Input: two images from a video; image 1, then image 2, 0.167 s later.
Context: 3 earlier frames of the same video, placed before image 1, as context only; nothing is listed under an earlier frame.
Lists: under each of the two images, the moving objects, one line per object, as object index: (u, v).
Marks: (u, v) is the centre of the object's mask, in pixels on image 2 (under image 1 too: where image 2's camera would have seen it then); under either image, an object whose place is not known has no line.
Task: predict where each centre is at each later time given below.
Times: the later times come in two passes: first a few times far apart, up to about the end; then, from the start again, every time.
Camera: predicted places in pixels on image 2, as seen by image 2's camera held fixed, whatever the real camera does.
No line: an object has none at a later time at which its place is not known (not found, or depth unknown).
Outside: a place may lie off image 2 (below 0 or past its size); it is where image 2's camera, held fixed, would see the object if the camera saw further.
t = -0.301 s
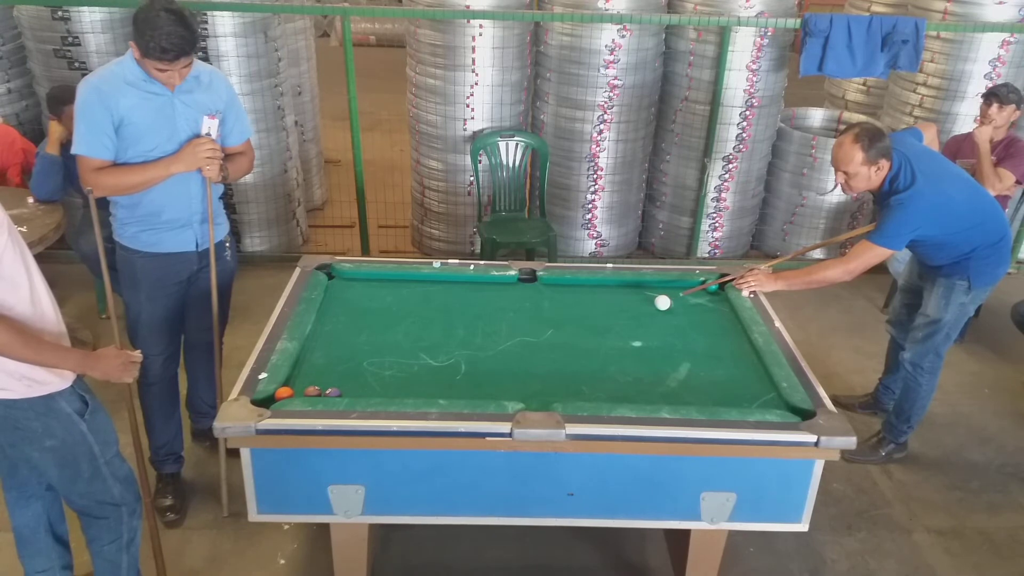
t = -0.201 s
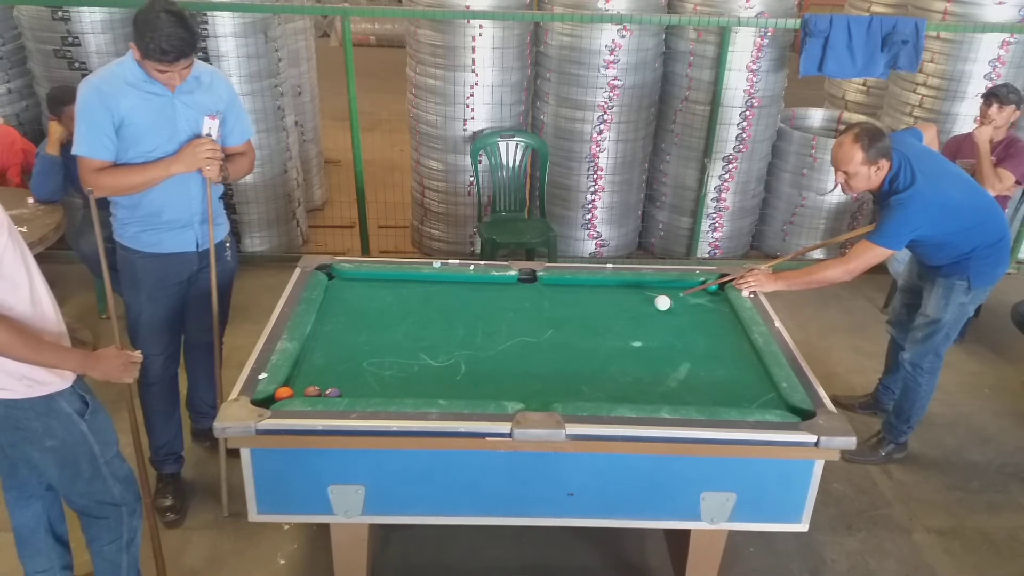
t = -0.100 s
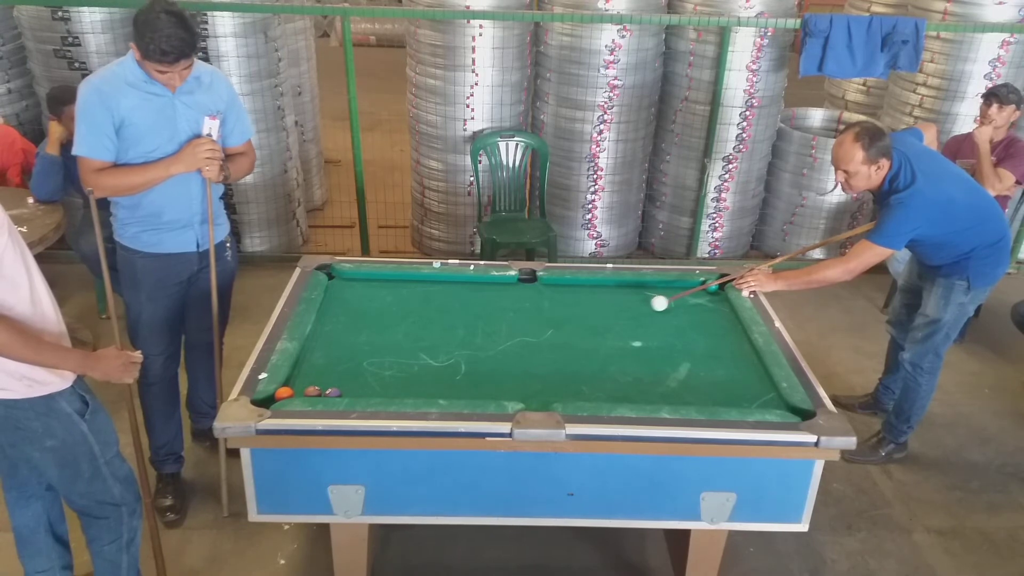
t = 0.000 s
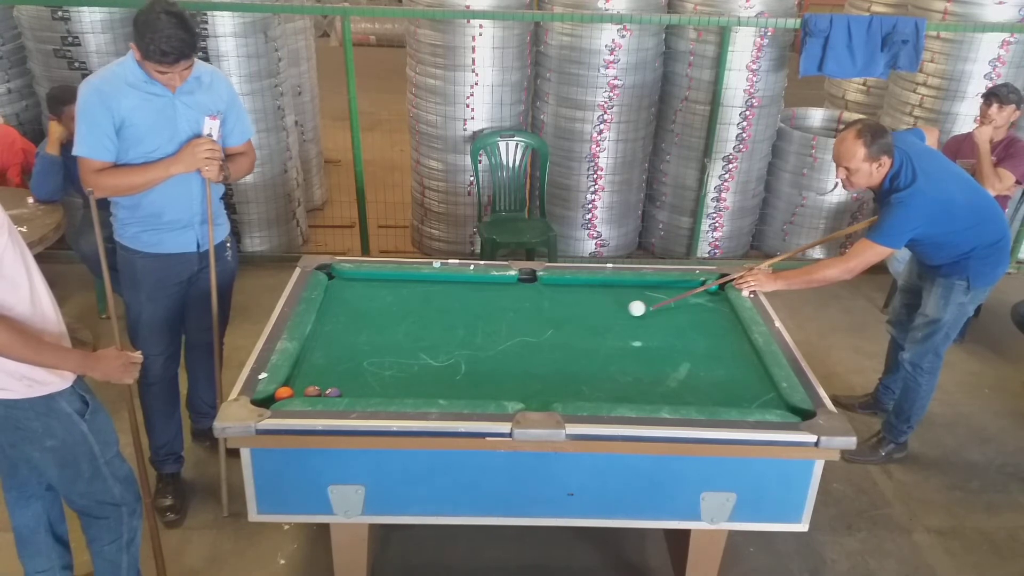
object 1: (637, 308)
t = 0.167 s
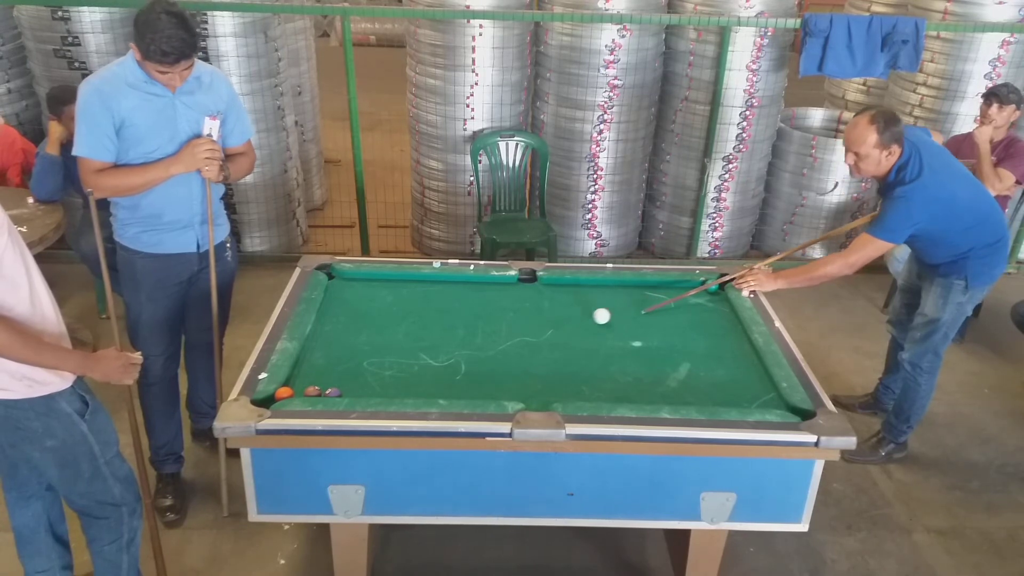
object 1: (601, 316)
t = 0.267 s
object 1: (580, 321)
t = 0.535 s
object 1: (523, 334)
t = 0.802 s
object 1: (464, 348)
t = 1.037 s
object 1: (411, 360)
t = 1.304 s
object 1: (349, 375)
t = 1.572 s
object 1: (292, 387)
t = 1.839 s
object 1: (308, 383)
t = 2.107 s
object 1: (321, 382)
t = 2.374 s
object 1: (329, 381)
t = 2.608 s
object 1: (335, 380)
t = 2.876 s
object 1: (340, 380)
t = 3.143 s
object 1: (342, 380)
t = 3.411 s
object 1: (341, 380)
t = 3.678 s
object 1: (341, 380)
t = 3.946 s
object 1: (342, 380)
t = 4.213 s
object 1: (342, 380)
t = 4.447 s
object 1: (342, 380)
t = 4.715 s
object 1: (342, 380)
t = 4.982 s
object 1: (342, 380)
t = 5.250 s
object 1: (342, 380)
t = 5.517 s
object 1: (342, 380)
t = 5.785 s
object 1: (342, 379)
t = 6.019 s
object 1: (342, 379)
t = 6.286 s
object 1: (342, 380)
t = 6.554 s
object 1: (342, 380)
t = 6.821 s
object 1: (341, 380)
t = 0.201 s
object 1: (594, 318)
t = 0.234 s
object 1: (587, 319)
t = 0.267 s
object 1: (580, 321)
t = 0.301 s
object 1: (573, 323)
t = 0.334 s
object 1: (566, 324)
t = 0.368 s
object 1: (559, 326)
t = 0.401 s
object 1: (552, 327)
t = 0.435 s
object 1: (544, 329)
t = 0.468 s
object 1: (537, 331)
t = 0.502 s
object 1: (530, 332)
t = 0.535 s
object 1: (523, 334)
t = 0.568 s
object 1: (515, 336)
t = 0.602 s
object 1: (508, 337)
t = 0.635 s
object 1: (501, 339)
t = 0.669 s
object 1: (493, 341)
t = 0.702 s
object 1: (486, 342)
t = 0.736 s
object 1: (479, 344)
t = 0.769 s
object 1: (471, 346)
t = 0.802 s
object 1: (464, 348)
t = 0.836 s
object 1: (456, 350)
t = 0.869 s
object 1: (449, 351)
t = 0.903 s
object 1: (441, 353)
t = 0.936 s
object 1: (434, 355)
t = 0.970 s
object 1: (426, 357)
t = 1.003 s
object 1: (419, 358)
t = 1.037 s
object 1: (411, 360)
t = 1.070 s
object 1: (403, 362)
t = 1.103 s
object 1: (396, 364)
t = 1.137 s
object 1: (388, 366)
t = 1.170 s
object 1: (380, 368)
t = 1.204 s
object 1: (372, 369)
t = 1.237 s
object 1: (364, 371)
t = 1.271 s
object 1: (357, 373)
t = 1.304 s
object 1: (349, 375)
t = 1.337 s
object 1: (341, 377)
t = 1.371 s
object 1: (333, 378)
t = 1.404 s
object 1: (325, 380)
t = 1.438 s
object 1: (318, 381)
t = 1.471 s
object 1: (309, 382)
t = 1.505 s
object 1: (300, 385)
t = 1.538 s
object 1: (296, 386)
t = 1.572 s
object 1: (292, 387)
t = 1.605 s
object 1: (294, 387)
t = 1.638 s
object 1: (296, 387)
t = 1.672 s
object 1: (299, 386)
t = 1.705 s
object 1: (301, 386)
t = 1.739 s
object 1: (303, 385)
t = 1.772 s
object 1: (304, 385)
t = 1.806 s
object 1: (306, 385)
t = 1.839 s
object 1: (308, 383)
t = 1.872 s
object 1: (310, 383)
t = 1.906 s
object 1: (311, 383)
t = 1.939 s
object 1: (313, 382)
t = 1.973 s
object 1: (315, 382)
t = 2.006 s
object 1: (316, 382)
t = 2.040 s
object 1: (318, 382)
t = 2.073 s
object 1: (319, 382)
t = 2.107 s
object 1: (321, 382)
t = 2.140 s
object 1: (322, 382)
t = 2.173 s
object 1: (323, 382)
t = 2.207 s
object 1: (324, 382)
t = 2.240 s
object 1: (326, 382)
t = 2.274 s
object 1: (327, 382)
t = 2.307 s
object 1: (328, 381)
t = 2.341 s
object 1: (328, 381)
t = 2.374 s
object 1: (329, 381)
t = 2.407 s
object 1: (330, 381)
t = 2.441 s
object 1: (331, 381)
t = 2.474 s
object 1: (332, 381)
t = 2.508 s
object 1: (333, 381)
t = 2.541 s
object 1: (334, 381)
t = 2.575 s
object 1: (334, 380)
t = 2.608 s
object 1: (335, 380)
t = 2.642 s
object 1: (336, 380)
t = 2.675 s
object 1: (337, 380)
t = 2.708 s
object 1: (337, 380)
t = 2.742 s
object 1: (338, 380)
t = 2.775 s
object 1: (338, 380)
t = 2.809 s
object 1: (339, 380)
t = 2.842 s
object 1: (340, 380)
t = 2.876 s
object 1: (340, 380)
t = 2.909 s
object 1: (340, 380)
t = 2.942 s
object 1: (341, 380)
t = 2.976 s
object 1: (341, 380)
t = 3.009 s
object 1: (341, 380)
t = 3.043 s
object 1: (341, 380)
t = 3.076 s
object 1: (341, 380)
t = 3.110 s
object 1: (341, 380)
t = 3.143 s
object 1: (342, 380)
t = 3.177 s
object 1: (341, 380)
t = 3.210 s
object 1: (341, 380)
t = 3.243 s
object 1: (341, 380)
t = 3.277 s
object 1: (341, 380)
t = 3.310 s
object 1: (341, 380)
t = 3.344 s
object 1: (341, 380)
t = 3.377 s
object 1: (341, 380)
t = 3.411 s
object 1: (341, 380)
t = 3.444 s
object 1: (341, 380)
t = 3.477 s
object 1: (341, 380)
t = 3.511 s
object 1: (341, 380)
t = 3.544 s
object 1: (341, 380)
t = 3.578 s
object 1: (341, 380)
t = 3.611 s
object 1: (341, 380)
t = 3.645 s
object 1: (341, 380)
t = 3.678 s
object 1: (341, 380)
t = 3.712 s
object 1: (341, 380)
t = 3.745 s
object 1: (341, 380)
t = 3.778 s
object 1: (341, 380)
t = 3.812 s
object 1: (341, 380)
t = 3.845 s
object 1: (341, 380)
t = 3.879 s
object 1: (342, 380)
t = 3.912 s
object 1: (342, 380)
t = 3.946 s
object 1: (342, 380)
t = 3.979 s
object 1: (342, 380)
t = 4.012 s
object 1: (342, 380)
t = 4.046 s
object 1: (342, 380)
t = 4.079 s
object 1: (342, 380)
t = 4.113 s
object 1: (342, 380)
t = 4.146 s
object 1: (342, 380)
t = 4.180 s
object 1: (342, 380)
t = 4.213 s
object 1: (342, 380)
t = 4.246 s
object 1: (342, 380)
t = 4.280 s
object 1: (342, 380)
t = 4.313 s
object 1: (342, 380)
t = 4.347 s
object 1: (342, 380)
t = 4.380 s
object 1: (342, 380)
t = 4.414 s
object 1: (342, 380)
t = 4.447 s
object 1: (342, 380)
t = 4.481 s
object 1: (342, 380)
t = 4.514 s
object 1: (342, 380)
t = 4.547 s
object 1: (342, 380)
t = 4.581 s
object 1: (342, 380)
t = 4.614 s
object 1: (342, 380)
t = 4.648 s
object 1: (342, 380)
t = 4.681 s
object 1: (342, 380)
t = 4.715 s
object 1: (342, 380)
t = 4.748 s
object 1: (342, 380)
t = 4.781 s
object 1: (342, 380)
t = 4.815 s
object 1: (342, 380)
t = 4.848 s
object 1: (342, 380)
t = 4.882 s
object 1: (342, 380)
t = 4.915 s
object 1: (342, 380)
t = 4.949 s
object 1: (342, 380)
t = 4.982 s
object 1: (342, 380)
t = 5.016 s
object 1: (342, 380)
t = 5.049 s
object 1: (342, 380)
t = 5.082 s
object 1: (342, 380)
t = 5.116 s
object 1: (342, 380)
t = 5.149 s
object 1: (342, 380)
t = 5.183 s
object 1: (342, 380)
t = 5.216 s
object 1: (342, 380)
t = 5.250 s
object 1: (342, 380)
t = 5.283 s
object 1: (342, 380)
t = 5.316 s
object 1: (342, 380)
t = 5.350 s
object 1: (342, 380)
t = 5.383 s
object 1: (342, 380)
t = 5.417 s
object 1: (342, 380)
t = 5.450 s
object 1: (342, 380)
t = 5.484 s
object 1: (342, 380)
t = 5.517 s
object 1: (342, 380)
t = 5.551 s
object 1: (342, 380)
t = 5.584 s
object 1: (342, 380)
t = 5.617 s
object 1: (342, 380)
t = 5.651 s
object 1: (342, 380)
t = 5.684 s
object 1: (342, 379)
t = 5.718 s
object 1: (342, 379)
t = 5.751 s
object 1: (342, 380)
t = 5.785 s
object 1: (342, 379)
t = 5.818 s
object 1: (342, 380)
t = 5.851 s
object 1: (342, 379)
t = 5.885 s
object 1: (342, 379)
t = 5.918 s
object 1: (342, 380)
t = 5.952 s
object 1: (342, 380)
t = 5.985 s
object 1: (342, 379)
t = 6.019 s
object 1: (342, 379)
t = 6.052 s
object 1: (342, 379)
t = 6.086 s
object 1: (342, 379)
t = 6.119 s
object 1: (342, 380)
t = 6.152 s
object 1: (342, 379)
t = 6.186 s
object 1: (342, 380)
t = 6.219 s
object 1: (342, 380)
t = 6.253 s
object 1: (342, 380)
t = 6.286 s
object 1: (342, 380)
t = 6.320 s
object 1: (342, 379)
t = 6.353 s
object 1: (342, 380)
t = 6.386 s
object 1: (342, 379)
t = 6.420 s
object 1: (342, 380)
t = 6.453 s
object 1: (342, 380)
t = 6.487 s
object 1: (342, 379)
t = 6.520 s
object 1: (342, 380)
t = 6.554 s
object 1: (342, 380)
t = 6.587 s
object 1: (342, 379)
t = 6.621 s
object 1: (342, 380)
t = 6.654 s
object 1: (342, 379)
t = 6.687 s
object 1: (342, 380)
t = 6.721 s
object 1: (342, 379)
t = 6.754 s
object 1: (342, 379)
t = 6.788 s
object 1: (341, 379)
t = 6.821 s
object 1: (341, 380)
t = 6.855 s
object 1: (342, 379)
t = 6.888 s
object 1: (342, 379)
